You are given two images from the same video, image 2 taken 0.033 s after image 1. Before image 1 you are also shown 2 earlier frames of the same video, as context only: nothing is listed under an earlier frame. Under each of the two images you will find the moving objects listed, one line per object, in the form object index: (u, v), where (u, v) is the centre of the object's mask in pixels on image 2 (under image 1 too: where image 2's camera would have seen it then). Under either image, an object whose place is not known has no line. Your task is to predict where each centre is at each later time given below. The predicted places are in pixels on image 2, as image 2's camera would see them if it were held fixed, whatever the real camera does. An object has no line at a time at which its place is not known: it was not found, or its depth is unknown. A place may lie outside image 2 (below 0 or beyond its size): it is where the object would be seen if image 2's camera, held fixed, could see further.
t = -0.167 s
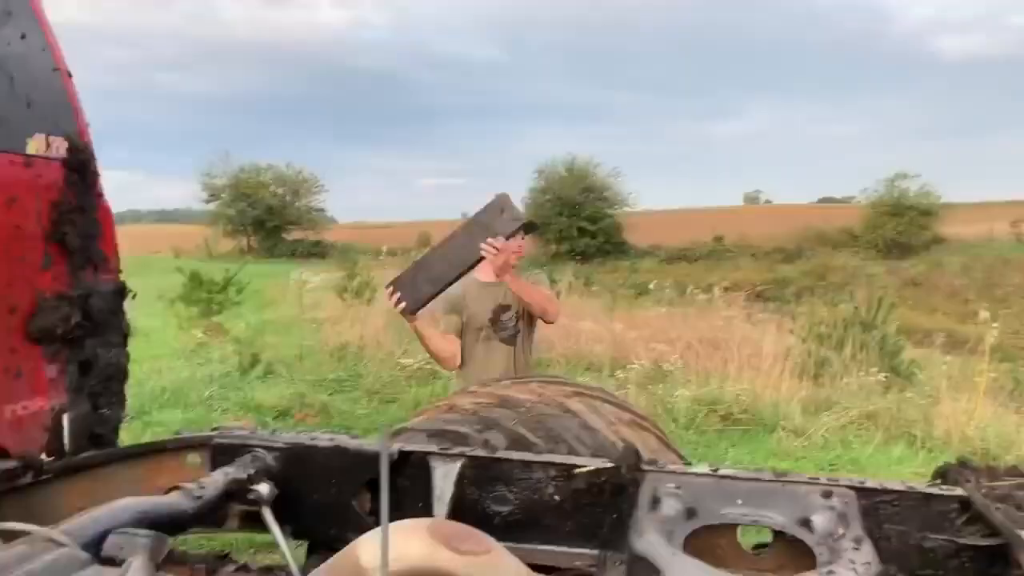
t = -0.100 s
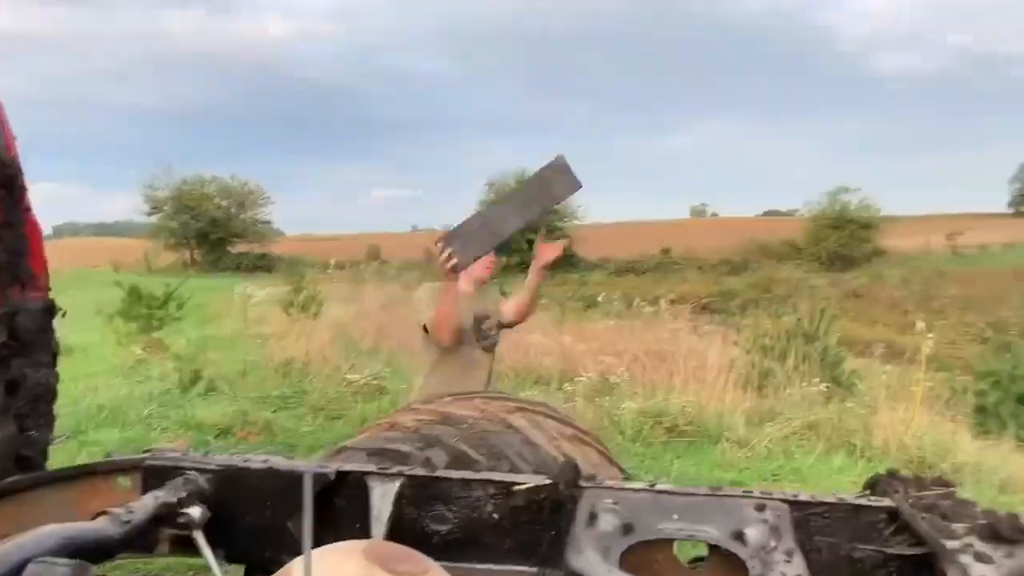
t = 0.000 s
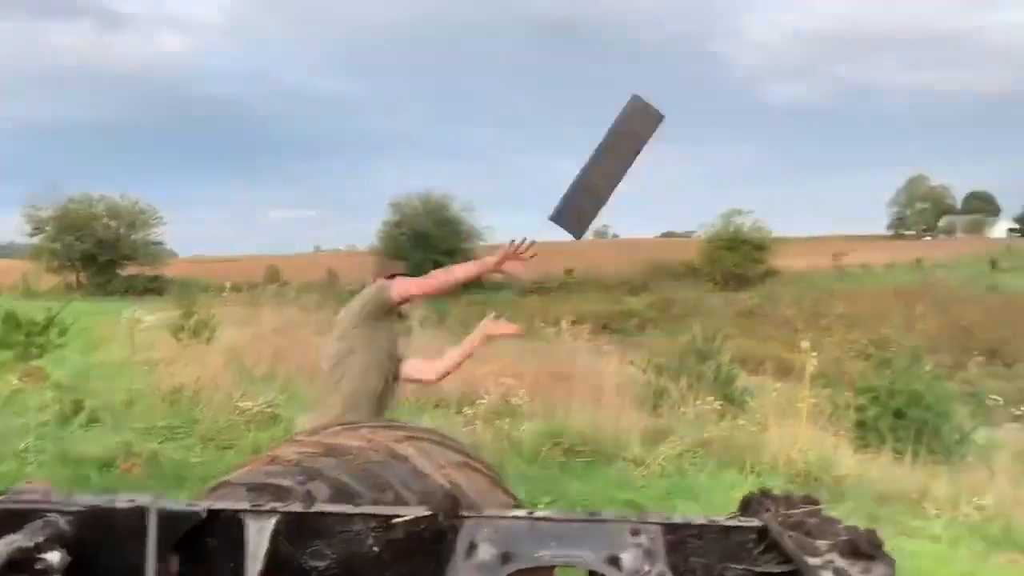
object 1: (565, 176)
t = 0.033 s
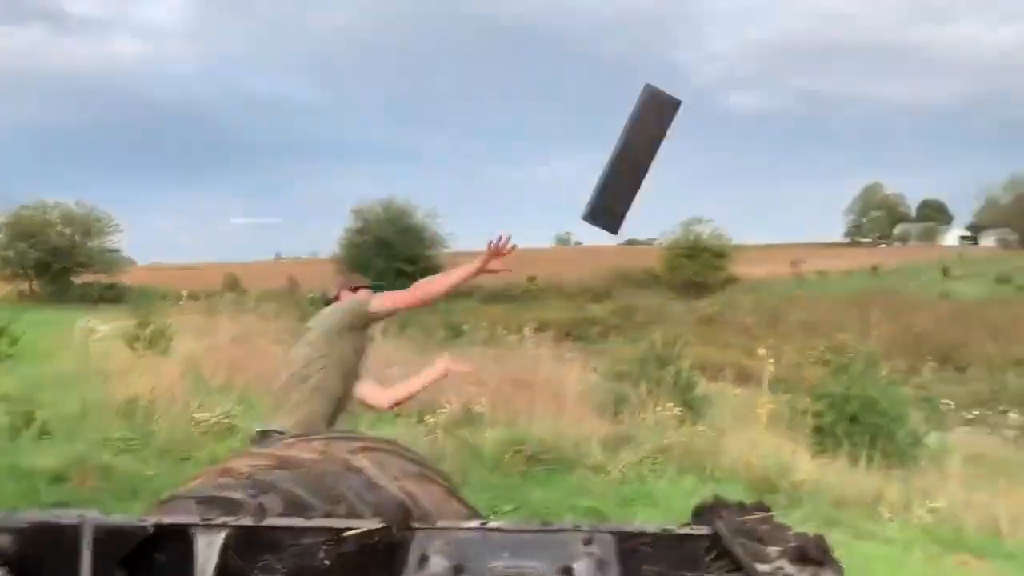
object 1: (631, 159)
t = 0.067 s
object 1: (695, 146)
